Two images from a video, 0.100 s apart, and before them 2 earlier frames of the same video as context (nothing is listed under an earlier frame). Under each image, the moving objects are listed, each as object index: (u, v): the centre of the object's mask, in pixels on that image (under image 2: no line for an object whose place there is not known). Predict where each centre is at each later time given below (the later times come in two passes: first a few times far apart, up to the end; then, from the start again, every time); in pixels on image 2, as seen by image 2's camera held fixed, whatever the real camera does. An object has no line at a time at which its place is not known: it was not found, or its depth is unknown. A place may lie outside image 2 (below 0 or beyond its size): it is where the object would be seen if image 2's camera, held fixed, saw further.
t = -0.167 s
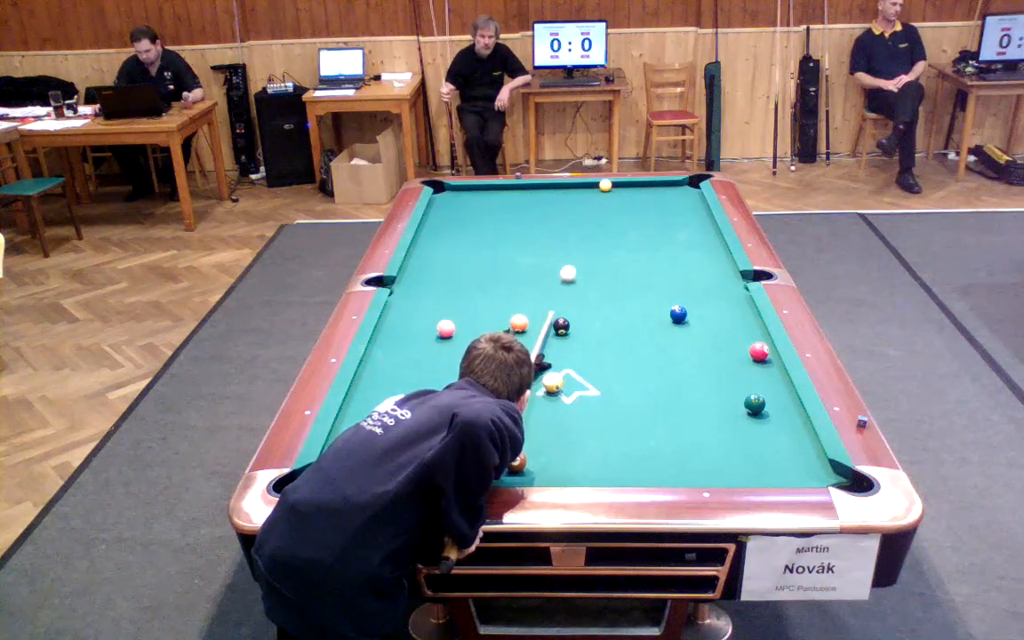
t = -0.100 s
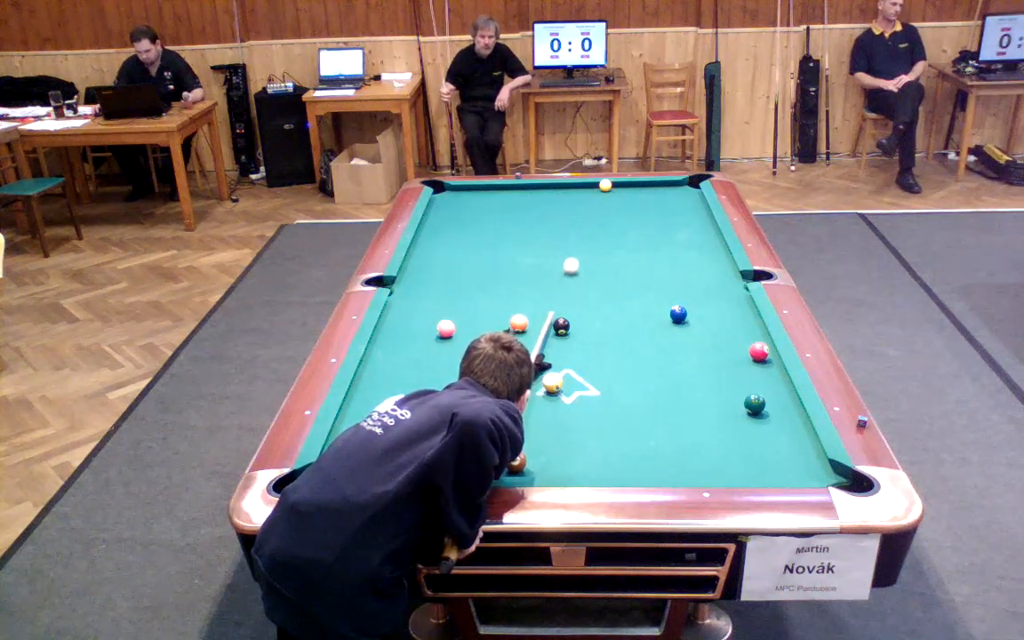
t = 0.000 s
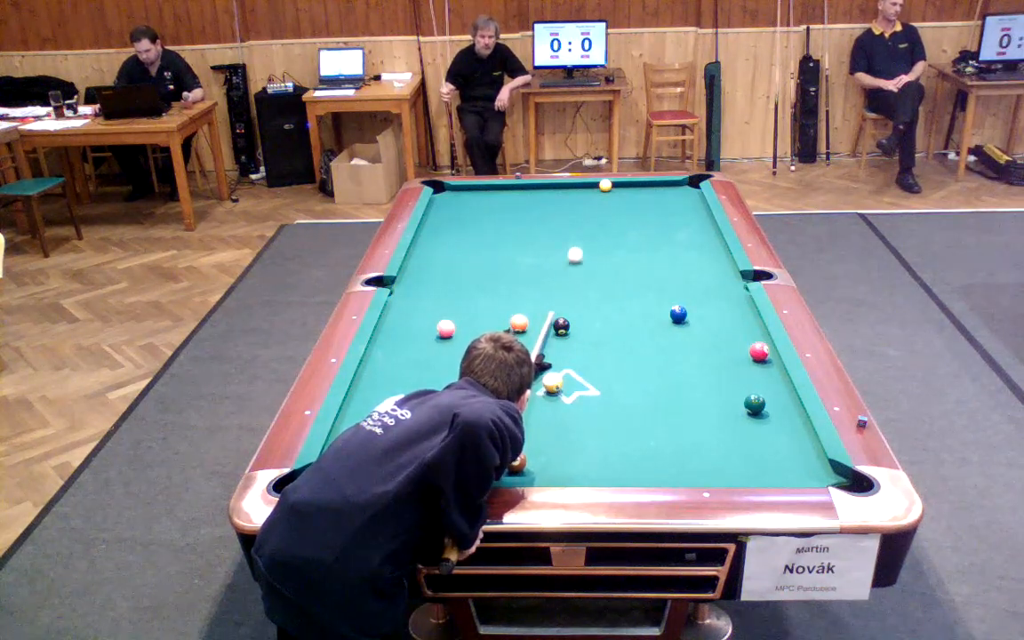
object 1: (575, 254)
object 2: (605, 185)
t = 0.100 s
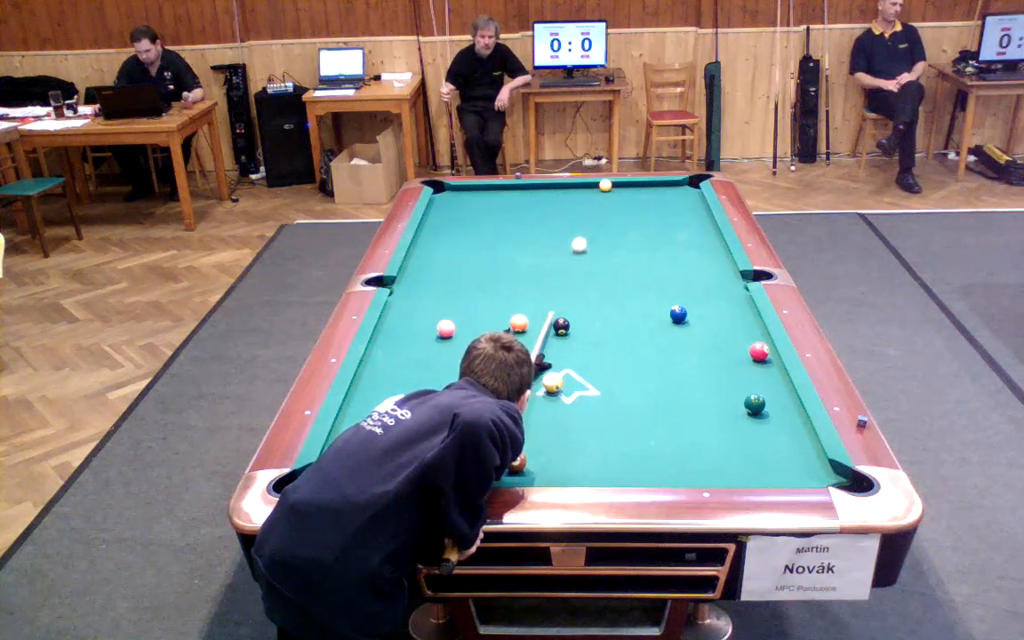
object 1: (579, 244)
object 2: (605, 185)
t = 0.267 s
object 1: (585, 229)
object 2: (605, 185)
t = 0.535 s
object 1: (593, 207)
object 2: (605, 185)
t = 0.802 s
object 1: (599, 188)
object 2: (607, 184)
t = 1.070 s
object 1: (588, 185)
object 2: (616, 191)
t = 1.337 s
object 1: (581, 188)
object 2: (626, 198)
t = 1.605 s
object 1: (574, 191)
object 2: (636, 204)
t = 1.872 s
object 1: (568, 194)
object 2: (645, 211)
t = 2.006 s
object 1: (565, 195)
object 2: (650, 214)
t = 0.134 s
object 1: (580, 241)
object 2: (605, 185)
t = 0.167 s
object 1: (581, 238)
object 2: (605, 185)
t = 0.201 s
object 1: (582, 235)
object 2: (605, 185)
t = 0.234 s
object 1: (584, 232)
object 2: (605, 185)
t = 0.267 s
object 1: (585, 229)
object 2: (605, 185)
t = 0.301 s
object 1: (586, 226)
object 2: (605, 185)
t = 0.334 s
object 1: (587, 223)
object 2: (605, 185)
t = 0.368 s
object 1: (588, 220)
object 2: (605, 185)
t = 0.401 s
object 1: (589, 217)
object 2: (605, 185)
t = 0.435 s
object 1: (590, 214)
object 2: (605, 185)
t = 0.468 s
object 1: (591, 212)
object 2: (605, 185)
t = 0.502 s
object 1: (592, 209)
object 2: (605, 185)
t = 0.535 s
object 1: (593, 207)
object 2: (605, 185)
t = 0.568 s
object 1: (594, 204)
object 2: (605, 185)
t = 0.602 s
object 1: (595, 202)
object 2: (605, 185)
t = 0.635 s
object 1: (596, 199)
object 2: (605, 185)
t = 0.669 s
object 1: (597, 197)
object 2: (605, 185)
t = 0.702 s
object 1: (597, 195)
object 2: (605, 184)
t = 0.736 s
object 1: (598, 192)
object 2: (606, 184)
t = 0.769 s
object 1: (599, 190)
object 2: (606, 184)
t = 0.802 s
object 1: (599, 188)
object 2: (607, 184)
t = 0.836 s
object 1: (597, 188)
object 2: (608, 184)
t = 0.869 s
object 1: (596, 187)
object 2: (609, 186)
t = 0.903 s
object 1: (594, 187)
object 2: (610, 186)
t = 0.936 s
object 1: (593, 186)
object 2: (611, 187)
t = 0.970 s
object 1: (591, 185)
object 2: (613, 188)
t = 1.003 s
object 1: (590, 185)
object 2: (614, 189)
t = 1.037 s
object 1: (589, 185)
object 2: (615, 190)
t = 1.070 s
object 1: (588, 185)
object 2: (616, 191)
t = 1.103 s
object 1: (587, 186)
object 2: (618, 192)
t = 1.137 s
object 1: (586, 186)
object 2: (618, 193)
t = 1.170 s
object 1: (585, 186)
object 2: (619, 193)
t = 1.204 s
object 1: (584, 187)
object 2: (621, 194)
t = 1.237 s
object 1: (584, 187)
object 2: (622, 195)
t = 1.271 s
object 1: (583, 188)
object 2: (623, 196)
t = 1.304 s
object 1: (582, 188)
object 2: (625, 197)
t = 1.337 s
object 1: (581, 188)
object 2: (626, 198)
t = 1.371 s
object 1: (580, 189)
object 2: (627, 198)
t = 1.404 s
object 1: (579, 189)
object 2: (628, 199)
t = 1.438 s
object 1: (578, 190)
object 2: (629, 200)
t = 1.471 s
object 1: (578, 190)
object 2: (631, 201)
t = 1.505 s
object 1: (577, 190)
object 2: (632, 202)
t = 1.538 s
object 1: (576, 190)
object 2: (633, 202)
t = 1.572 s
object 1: (575, 191)
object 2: (634, 203)
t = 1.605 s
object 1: (574, 191)
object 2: (636, 204)
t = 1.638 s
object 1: (574, 192)
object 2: (637, 205)
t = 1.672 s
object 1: (573, 192)
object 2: (638, 206)
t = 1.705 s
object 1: (572, 192)
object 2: (639, 206)
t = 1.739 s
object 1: (571, 193)
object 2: (640, 208)
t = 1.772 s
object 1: (570, 193)
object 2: (642, 208)
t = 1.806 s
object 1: (570, 193)
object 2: (643, 209)
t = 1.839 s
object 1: (569, 194)
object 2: (644, 210)
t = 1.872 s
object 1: (568, 194)
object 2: (645, 211)
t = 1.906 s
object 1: (568, 194)
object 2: (647, 212)
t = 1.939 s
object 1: (567, 194)
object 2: (647, 213)
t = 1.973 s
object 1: (566, 195)
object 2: (649, 213)
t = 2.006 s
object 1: (565, 195)
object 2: (650, 214)
